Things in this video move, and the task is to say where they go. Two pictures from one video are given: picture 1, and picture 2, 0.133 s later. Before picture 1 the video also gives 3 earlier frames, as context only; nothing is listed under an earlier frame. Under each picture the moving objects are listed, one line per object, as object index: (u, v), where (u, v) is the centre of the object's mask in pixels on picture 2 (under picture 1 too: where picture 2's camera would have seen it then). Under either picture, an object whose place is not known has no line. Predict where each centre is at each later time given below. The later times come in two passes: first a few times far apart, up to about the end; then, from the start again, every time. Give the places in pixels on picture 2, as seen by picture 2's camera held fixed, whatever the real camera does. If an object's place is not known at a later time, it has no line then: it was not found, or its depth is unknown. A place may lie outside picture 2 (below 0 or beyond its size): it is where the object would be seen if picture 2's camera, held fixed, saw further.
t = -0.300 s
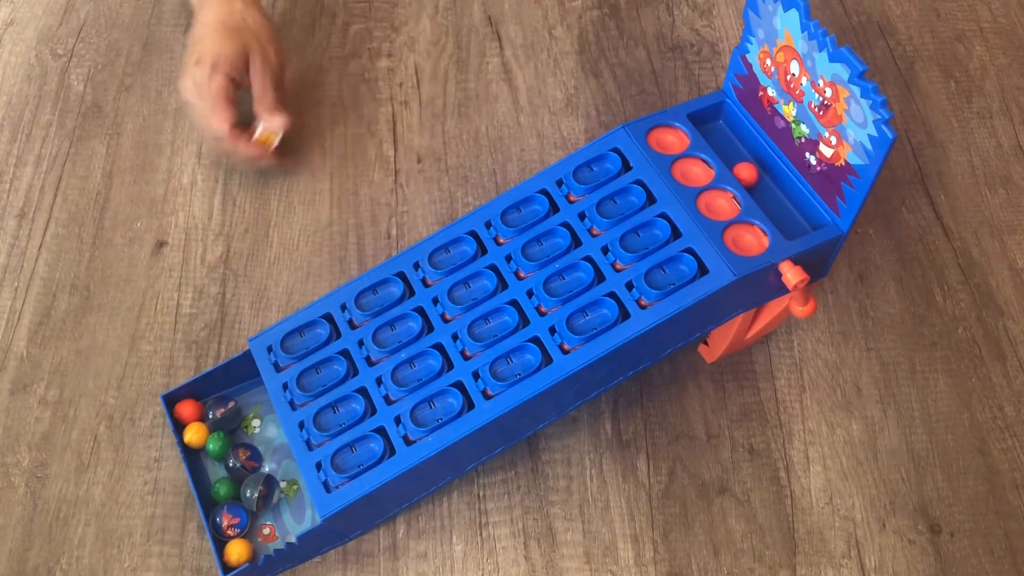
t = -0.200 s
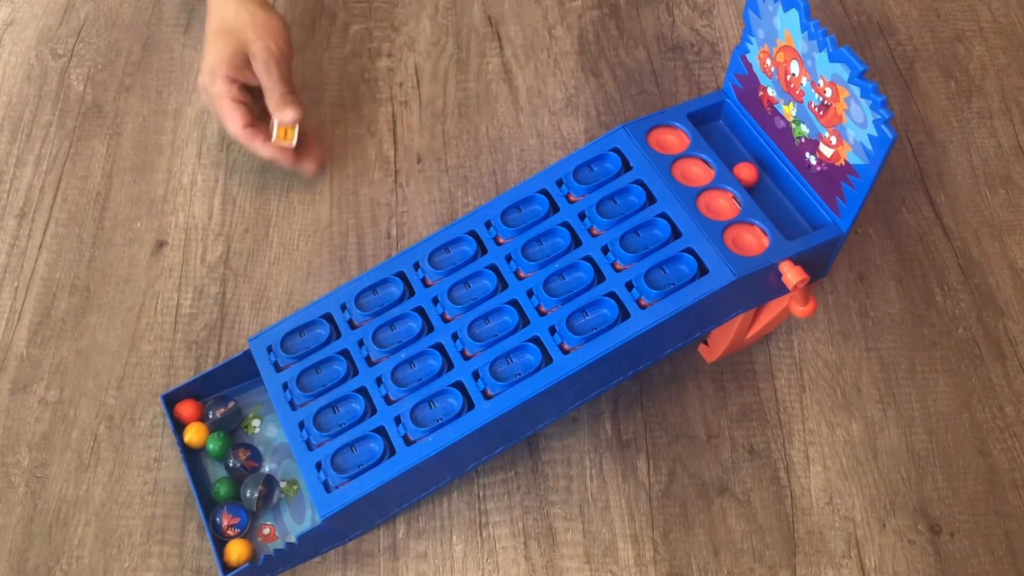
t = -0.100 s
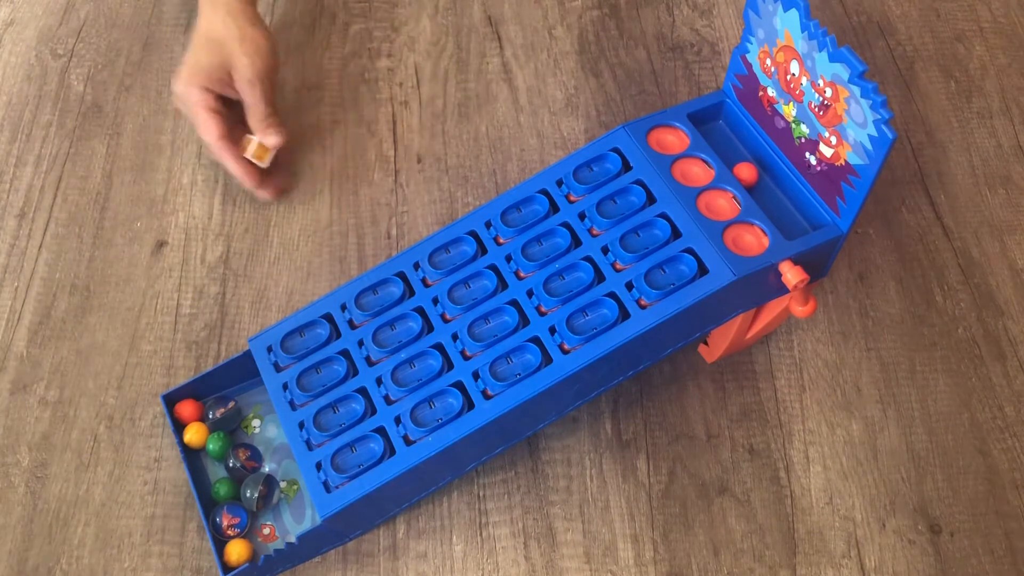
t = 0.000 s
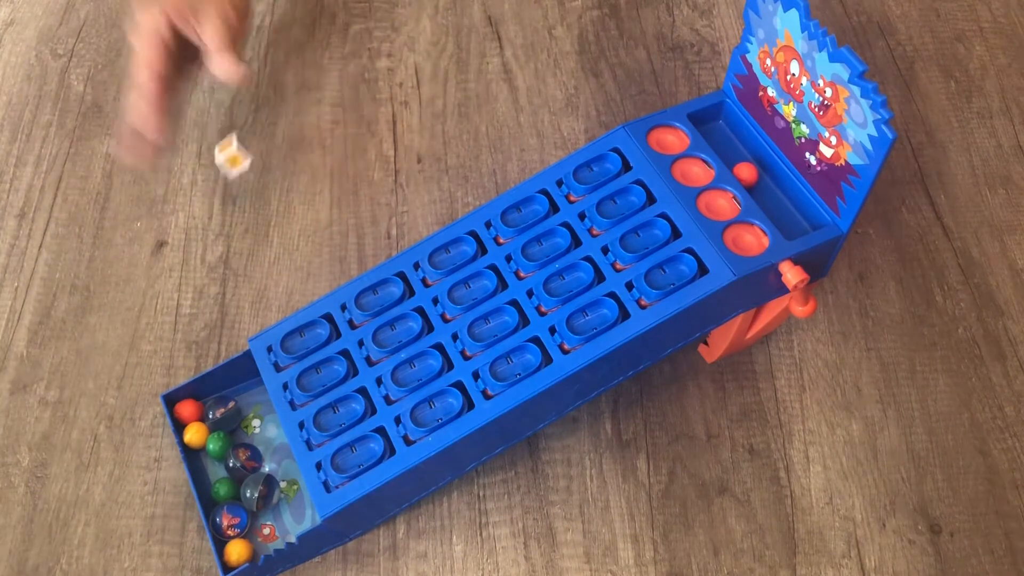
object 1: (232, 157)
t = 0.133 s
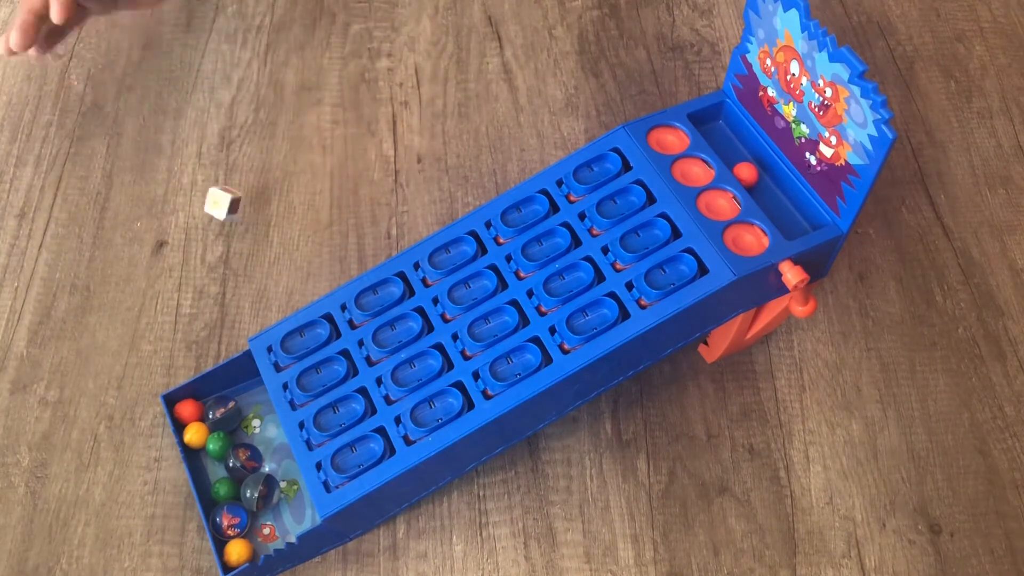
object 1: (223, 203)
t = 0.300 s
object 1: (228, 254)
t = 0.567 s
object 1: (250, 286)
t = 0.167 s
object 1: (221, 209)
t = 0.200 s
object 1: (224, 225)
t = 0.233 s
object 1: (229, 246)
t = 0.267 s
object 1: (227, 247)
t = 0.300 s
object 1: (228, 254)
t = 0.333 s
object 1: (230, 262)
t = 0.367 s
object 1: (230, 262)
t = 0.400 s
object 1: (233, 269)
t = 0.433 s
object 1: (236, 275)
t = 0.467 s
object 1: (238, 276)
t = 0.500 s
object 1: (240, 280)
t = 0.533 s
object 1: (245, 283)
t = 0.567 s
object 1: (250, 286)
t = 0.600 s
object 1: (253, 290)
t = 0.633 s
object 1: (255, 292)
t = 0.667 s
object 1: (257, 293)
